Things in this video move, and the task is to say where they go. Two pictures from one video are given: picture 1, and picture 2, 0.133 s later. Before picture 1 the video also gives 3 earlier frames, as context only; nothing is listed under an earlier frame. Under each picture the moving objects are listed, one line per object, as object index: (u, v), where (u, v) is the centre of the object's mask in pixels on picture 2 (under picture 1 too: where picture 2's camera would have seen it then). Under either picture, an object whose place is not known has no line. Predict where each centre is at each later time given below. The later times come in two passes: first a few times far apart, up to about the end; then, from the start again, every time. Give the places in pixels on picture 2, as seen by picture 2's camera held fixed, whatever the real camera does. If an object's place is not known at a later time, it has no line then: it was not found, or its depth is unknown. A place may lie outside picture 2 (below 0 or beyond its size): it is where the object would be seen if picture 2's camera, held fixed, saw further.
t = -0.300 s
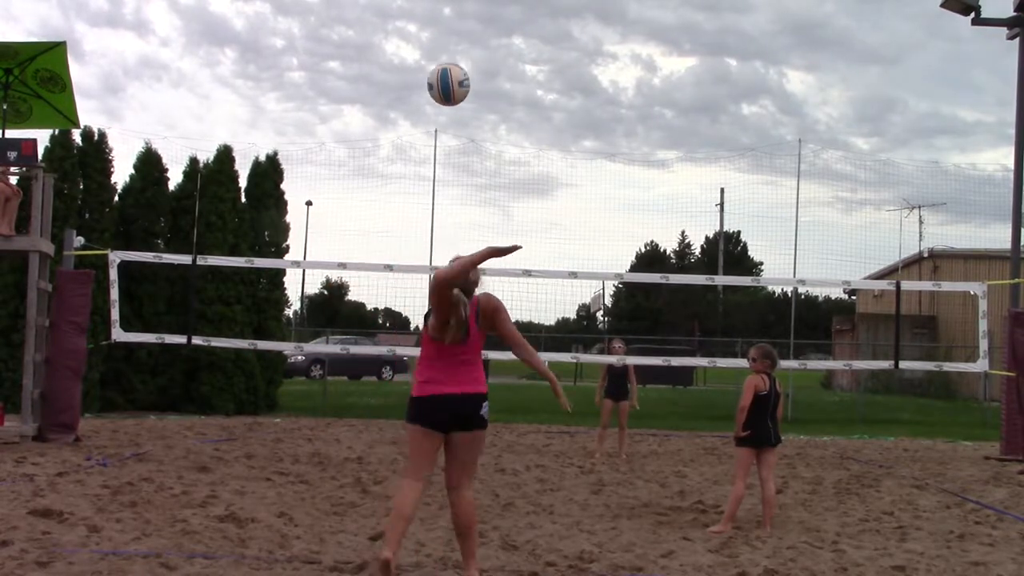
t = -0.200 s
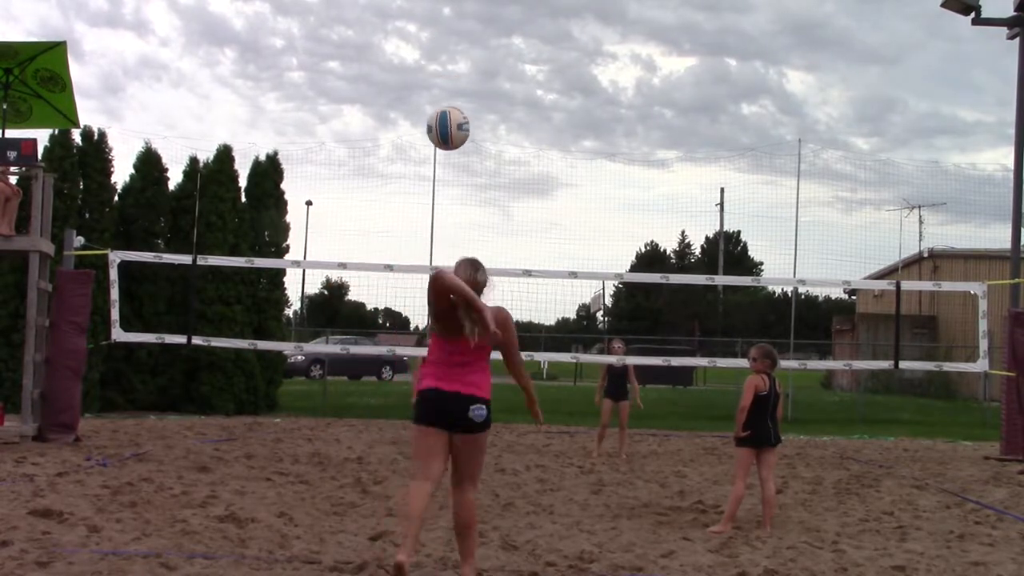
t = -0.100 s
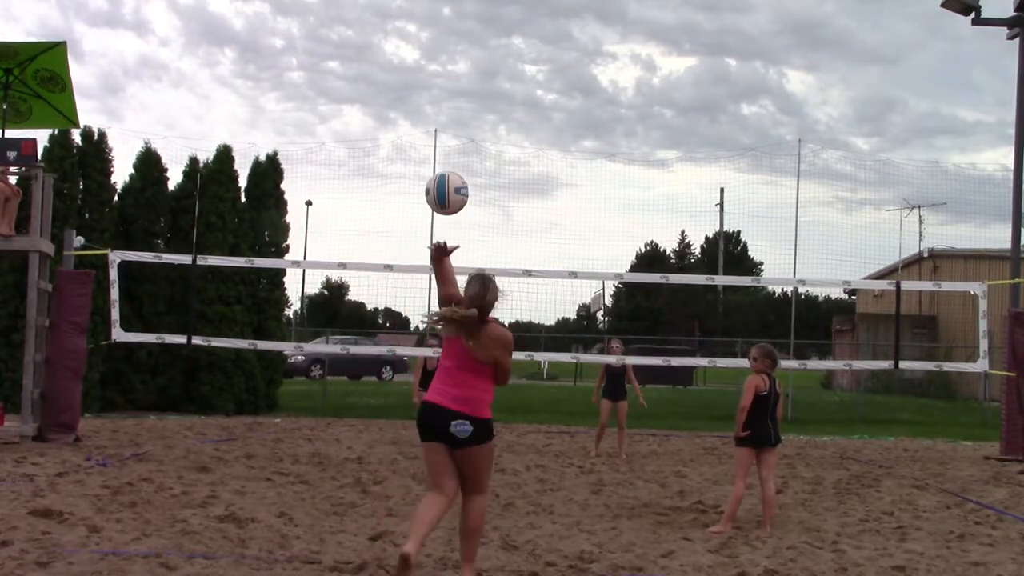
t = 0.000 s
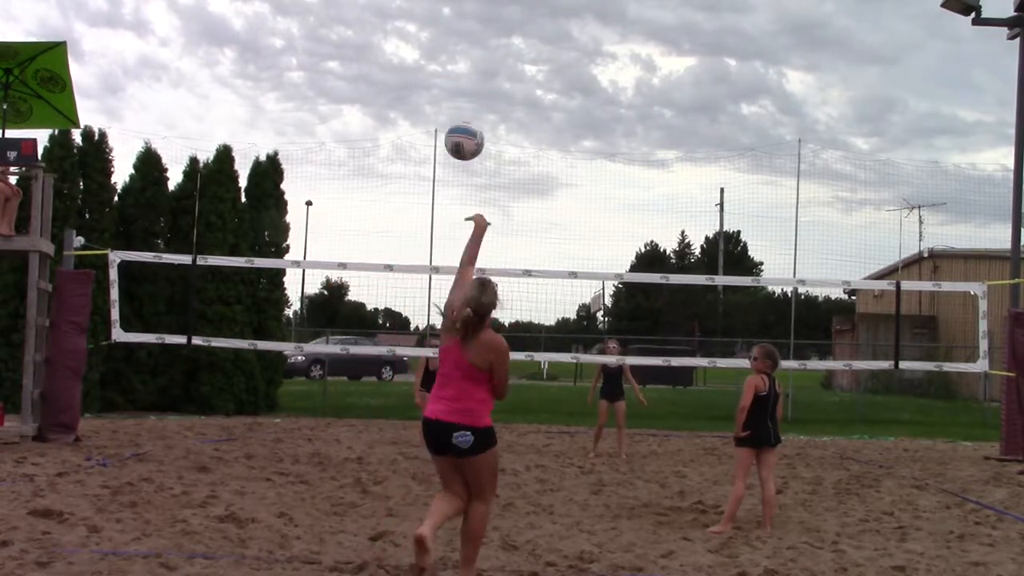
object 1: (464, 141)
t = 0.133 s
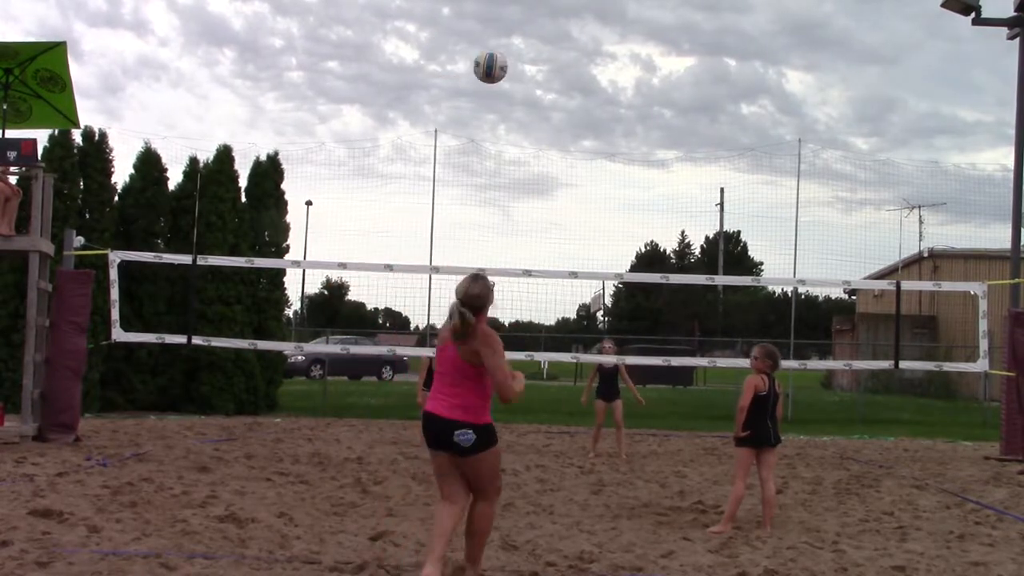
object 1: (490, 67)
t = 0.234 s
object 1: (507, 38)
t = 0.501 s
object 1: (544, 36)
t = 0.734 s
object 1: (569, 85)
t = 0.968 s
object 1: (591, 168)
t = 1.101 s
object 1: (601, 225)
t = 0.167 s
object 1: (496, 55)
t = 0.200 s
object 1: (502, 46)
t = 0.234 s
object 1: (507, 38)
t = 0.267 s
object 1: (512, 32)
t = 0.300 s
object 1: (518, 28)
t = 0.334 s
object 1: (523, 26)
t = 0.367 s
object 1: (527, 26)
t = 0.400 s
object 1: (531, 27)
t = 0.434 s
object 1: (536, 29)
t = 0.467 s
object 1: (540, 32)
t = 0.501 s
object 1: (544, 36)
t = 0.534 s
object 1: (548, 40)
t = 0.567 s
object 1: (552, 46)
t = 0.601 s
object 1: (555, 53)
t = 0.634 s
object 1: (559, 60)
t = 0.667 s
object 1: (563, 68)
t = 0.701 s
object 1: (566, 77)
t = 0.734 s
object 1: (569, 85)
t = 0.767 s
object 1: (572, 96)
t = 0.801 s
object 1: (575, 107)
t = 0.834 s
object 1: (579, 119)
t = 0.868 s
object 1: (582, 130)
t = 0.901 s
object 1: (585, 143)
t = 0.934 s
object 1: (588, 155)
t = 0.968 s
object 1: (591, 168)
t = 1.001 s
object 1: (594, 182)
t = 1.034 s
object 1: (597, 196)
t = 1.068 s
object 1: (599, 210)
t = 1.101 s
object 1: (601, 225)
